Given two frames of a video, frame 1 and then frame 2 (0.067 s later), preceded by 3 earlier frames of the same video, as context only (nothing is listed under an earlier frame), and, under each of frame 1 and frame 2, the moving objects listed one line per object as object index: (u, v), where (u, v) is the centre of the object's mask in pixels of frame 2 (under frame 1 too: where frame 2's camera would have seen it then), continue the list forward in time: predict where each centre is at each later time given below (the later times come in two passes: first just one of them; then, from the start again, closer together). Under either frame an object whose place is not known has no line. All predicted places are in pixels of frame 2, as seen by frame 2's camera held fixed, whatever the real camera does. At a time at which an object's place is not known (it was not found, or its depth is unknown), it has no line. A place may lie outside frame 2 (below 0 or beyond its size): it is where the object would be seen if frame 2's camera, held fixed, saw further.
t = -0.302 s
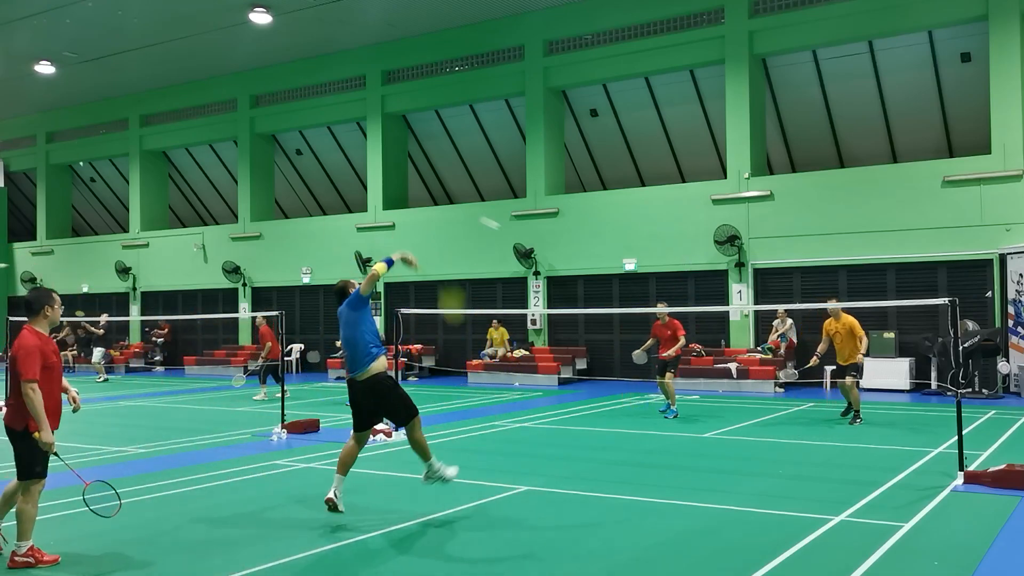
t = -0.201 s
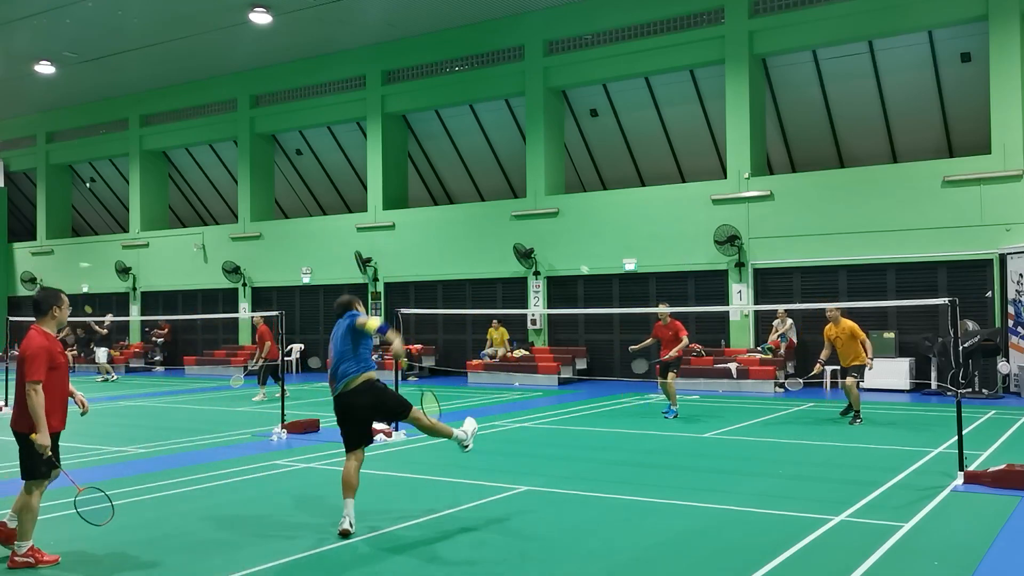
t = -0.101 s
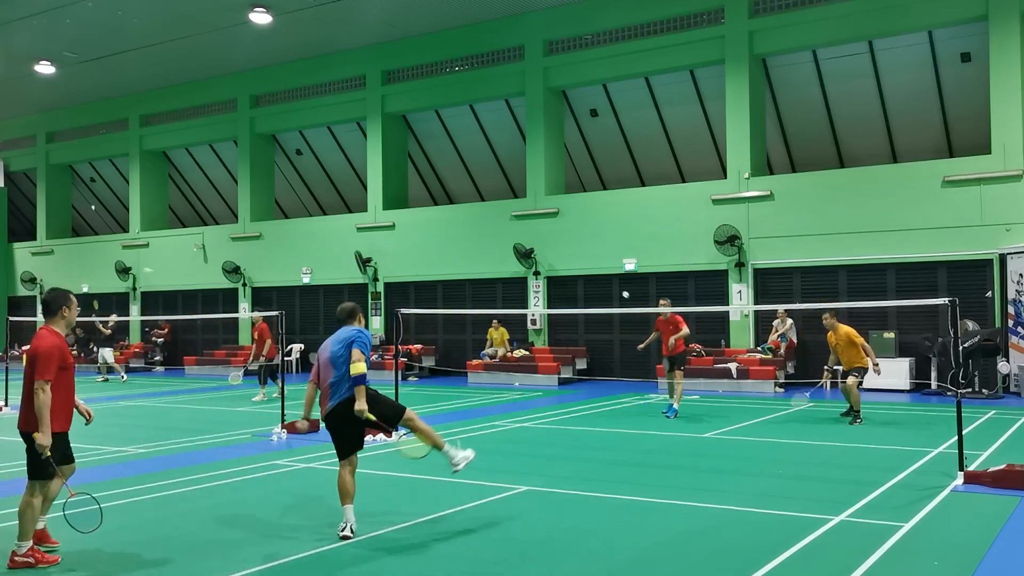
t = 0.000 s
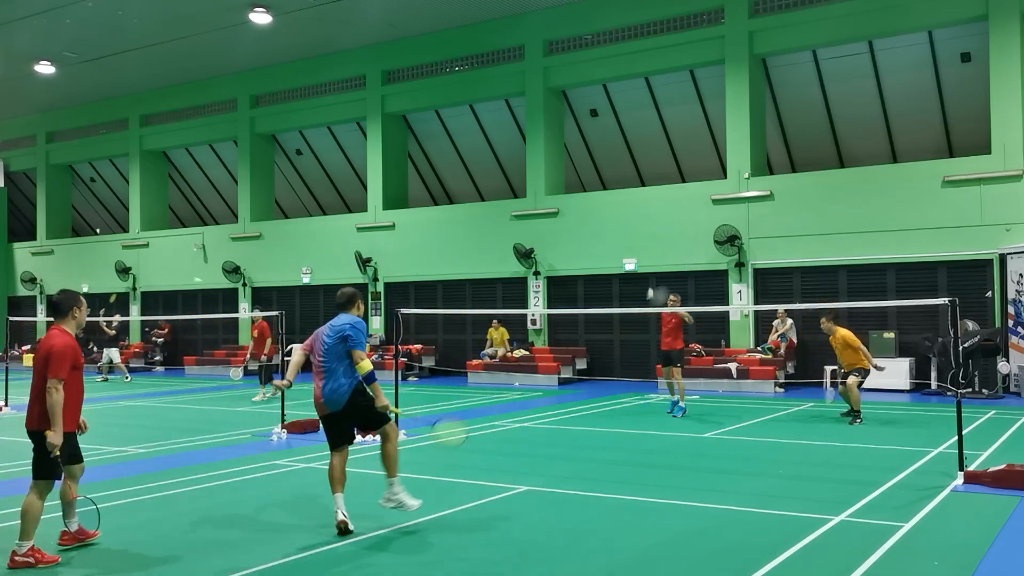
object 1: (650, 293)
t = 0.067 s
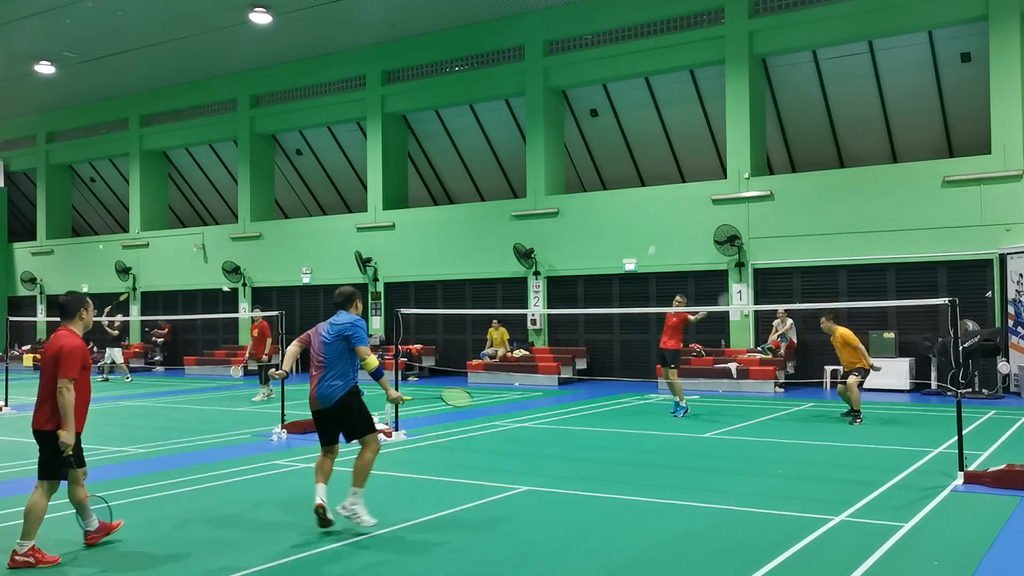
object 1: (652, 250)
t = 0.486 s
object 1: (678, 103)
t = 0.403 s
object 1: (673, 118)
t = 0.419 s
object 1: (674, 114)
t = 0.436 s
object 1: (675, 111)
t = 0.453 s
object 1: (676, 108)
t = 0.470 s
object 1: (677, 106)
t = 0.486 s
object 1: (678, 103)
